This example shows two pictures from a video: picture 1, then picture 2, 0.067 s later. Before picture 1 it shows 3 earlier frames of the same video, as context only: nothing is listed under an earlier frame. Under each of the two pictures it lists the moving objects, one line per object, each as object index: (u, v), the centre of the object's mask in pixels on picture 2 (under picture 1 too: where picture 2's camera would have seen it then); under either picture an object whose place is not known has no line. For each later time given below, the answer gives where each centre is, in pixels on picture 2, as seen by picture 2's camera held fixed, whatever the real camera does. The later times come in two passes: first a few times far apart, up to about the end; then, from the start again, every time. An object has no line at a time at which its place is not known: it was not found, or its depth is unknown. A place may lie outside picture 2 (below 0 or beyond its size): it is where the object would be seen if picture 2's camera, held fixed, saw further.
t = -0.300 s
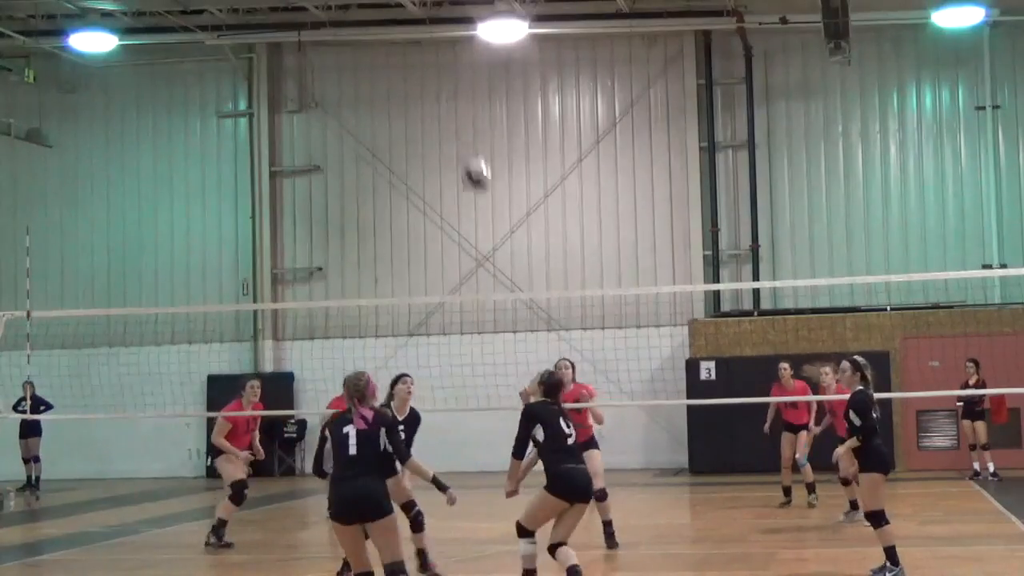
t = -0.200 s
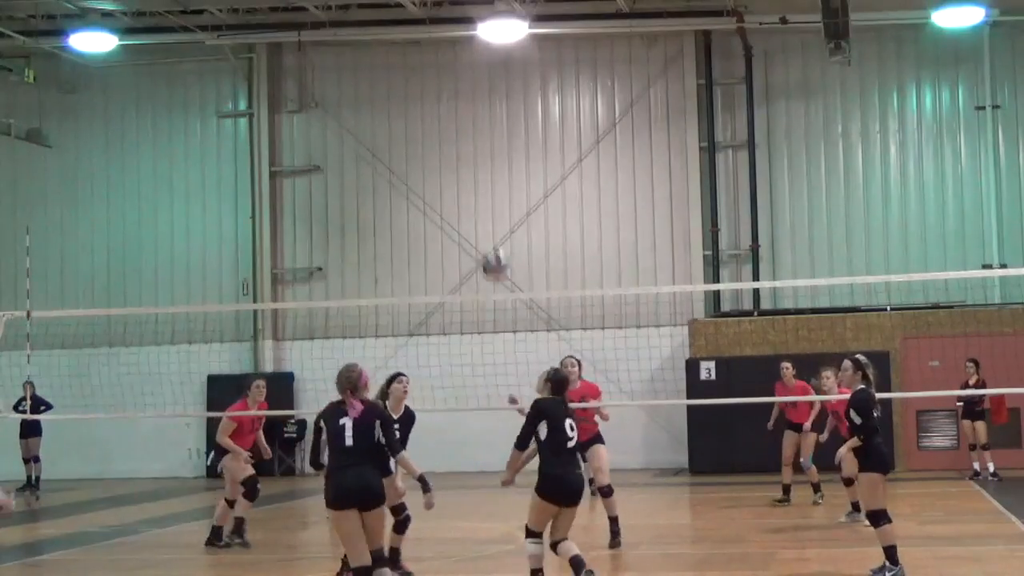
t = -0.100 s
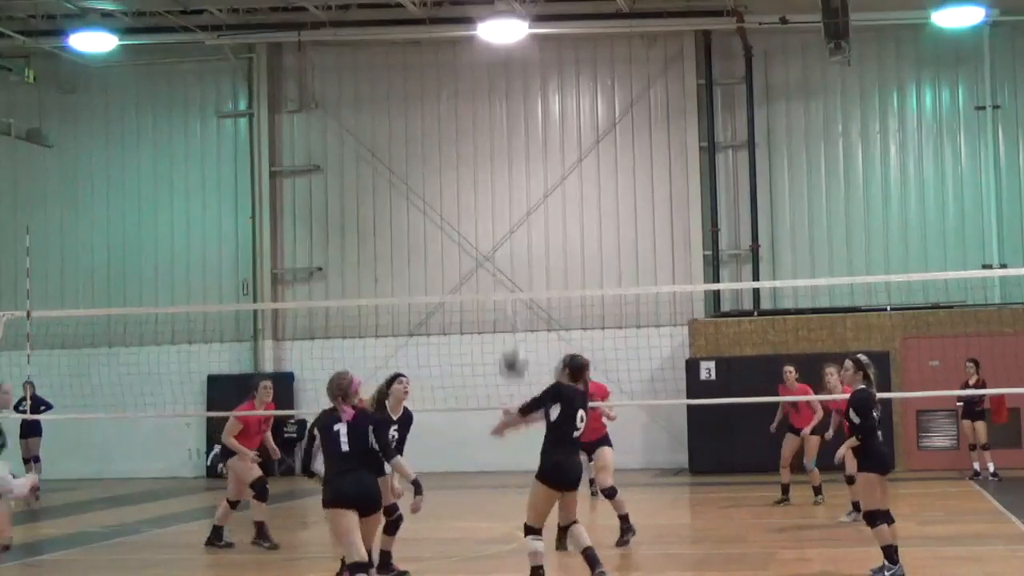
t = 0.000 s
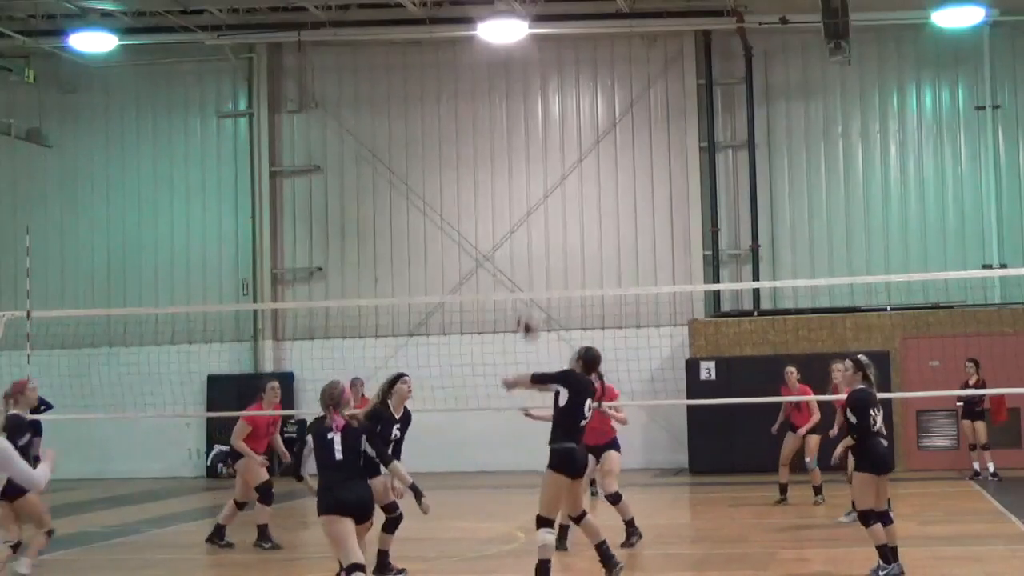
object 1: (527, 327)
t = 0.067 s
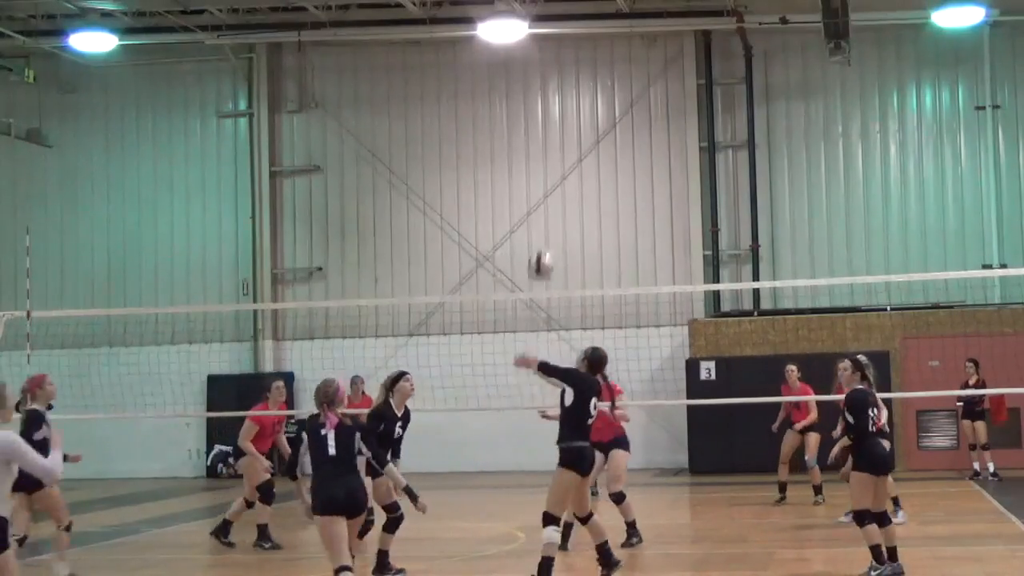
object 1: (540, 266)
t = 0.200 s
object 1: (562, 180)
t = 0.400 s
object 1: (591, 106)
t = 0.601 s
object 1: (615, 88)
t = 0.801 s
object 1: (636, 112)
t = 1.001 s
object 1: (656, 171)
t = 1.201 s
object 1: (674, 257)
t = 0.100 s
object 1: (546, 240)
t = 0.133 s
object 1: (551, 218)
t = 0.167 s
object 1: (557, 200)
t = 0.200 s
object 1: (562, 180)
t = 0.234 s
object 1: (568, 162)
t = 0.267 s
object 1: (572, 150)
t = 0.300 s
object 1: (577, 136)
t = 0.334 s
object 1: (582, 125)
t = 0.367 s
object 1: (586, 114)
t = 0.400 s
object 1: (591, 106)
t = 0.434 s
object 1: (596, 100)
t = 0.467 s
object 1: (601, 95)
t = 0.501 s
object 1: (604, 92)
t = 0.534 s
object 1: (607, 90)
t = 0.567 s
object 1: (612, 89)
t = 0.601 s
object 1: (615, 88)
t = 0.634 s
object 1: (619, 90)
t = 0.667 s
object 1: (623, 93)
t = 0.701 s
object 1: (625, 96)
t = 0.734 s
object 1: (629, 100)
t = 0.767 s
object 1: (633, 105)
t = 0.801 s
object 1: (636, 112)
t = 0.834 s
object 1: (639, 120)
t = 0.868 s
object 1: (644, 127)
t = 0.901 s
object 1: (646, 138)
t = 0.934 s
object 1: (649, 148)
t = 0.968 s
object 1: (652, 160)
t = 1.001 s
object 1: (656, 171)
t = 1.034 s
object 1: (658, 183)
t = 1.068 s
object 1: (662, 196)
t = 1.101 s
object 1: (665, 211)
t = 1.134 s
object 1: (669, 226)
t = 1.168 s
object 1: (671, 242)
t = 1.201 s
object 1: (674, 257)
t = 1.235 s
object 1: (677, 274)
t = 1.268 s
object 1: (677, 295)
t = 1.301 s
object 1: (684, 310)
